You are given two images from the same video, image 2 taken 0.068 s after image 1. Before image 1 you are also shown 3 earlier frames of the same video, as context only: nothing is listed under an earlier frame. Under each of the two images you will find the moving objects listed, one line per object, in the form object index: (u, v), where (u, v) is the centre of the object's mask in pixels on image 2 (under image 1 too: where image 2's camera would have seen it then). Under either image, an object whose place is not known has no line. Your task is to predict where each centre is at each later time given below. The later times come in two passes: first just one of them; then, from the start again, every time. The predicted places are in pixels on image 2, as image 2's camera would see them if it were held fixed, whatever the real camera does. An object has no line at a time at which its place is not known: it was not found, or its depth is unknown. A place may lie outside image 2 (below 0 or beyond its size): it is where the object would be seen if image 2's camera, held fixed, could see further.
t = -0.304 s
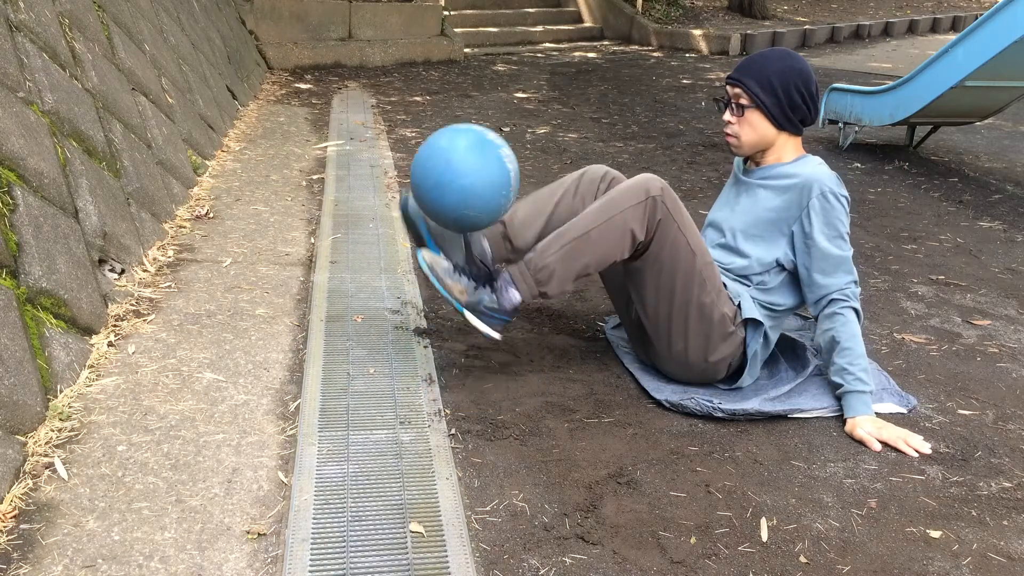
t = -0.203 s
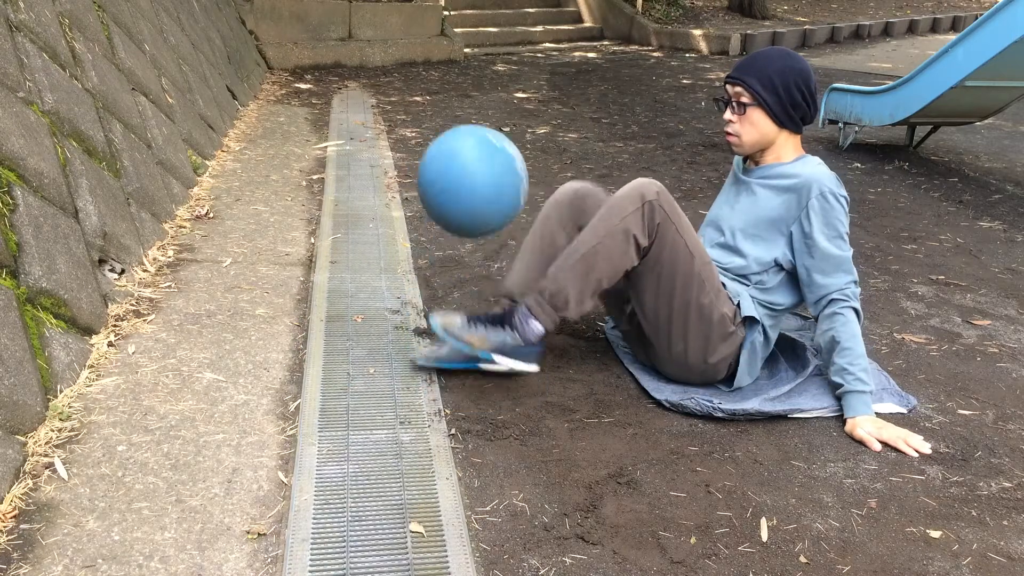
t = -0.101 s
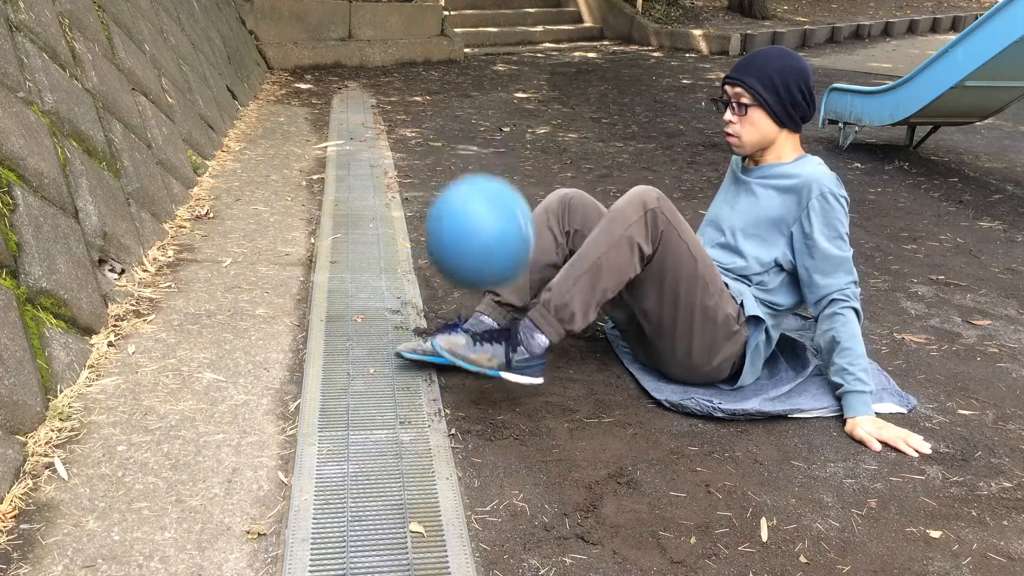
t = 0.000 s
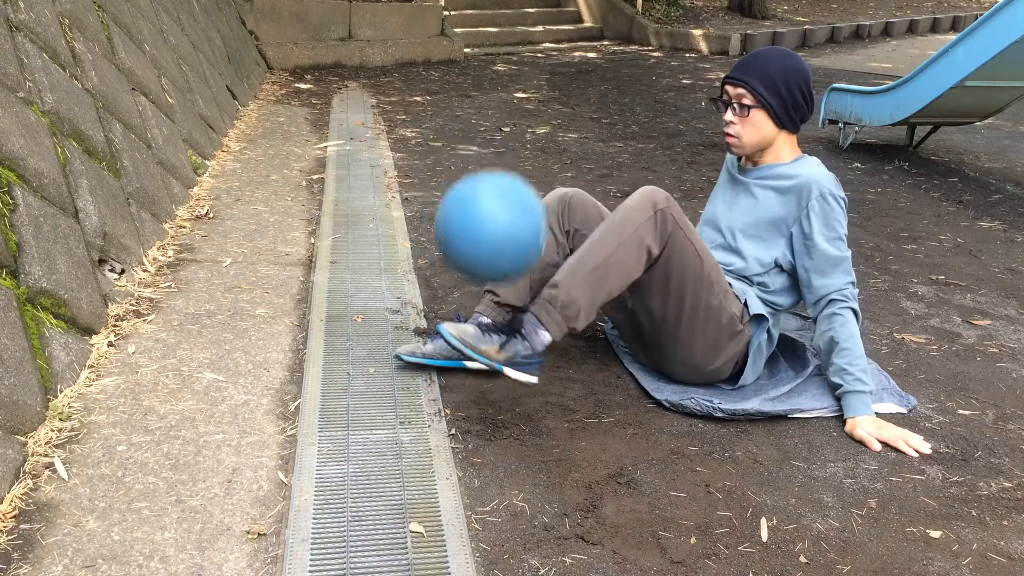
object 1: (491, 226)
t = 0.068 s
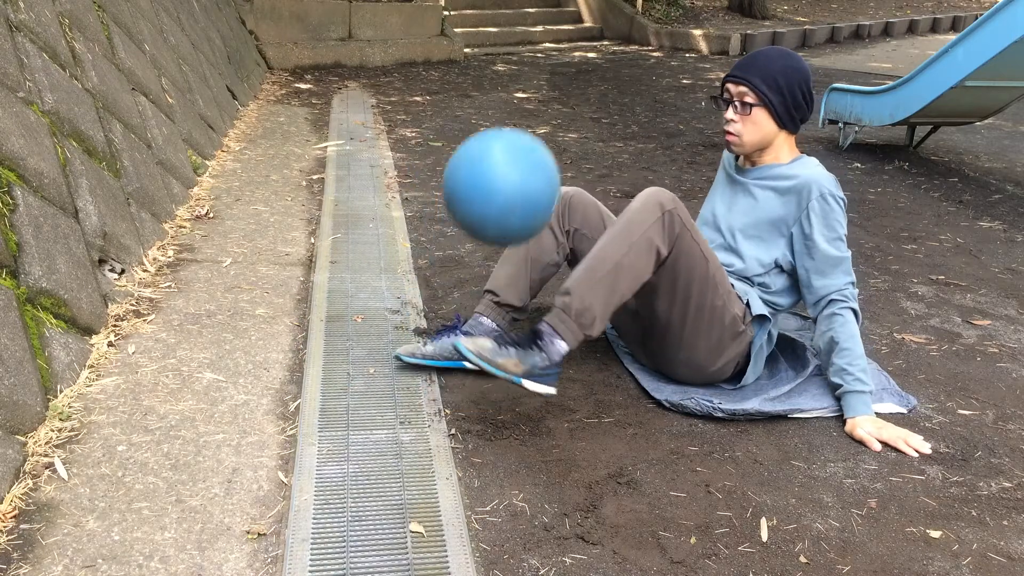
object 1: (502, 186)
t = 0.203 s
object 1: (522, 165)
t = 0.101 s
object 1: (507, 173)
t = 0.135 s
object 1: (512, 165)
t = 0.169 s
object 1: (517, 163)
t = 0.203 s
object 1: (522, 165)
